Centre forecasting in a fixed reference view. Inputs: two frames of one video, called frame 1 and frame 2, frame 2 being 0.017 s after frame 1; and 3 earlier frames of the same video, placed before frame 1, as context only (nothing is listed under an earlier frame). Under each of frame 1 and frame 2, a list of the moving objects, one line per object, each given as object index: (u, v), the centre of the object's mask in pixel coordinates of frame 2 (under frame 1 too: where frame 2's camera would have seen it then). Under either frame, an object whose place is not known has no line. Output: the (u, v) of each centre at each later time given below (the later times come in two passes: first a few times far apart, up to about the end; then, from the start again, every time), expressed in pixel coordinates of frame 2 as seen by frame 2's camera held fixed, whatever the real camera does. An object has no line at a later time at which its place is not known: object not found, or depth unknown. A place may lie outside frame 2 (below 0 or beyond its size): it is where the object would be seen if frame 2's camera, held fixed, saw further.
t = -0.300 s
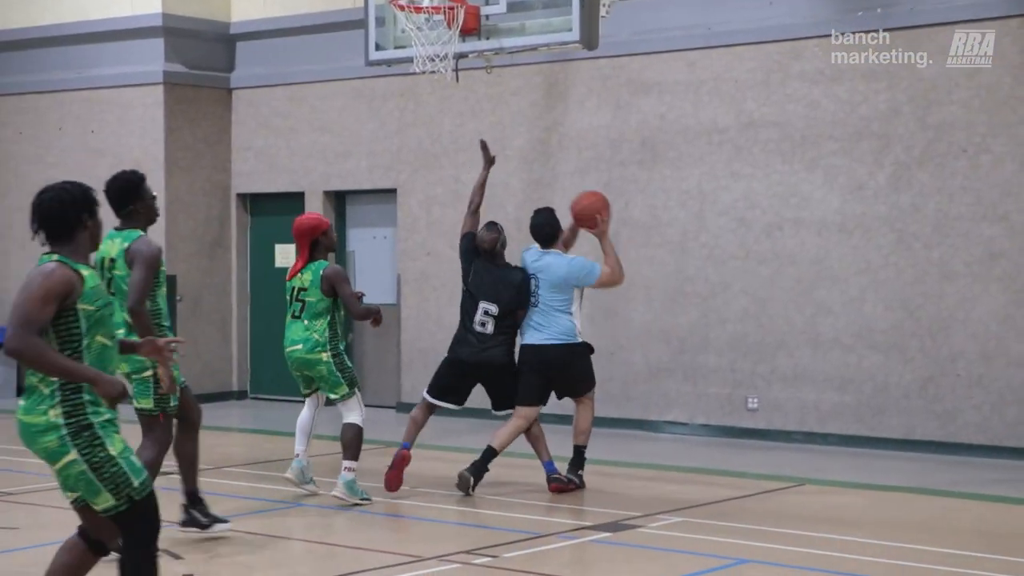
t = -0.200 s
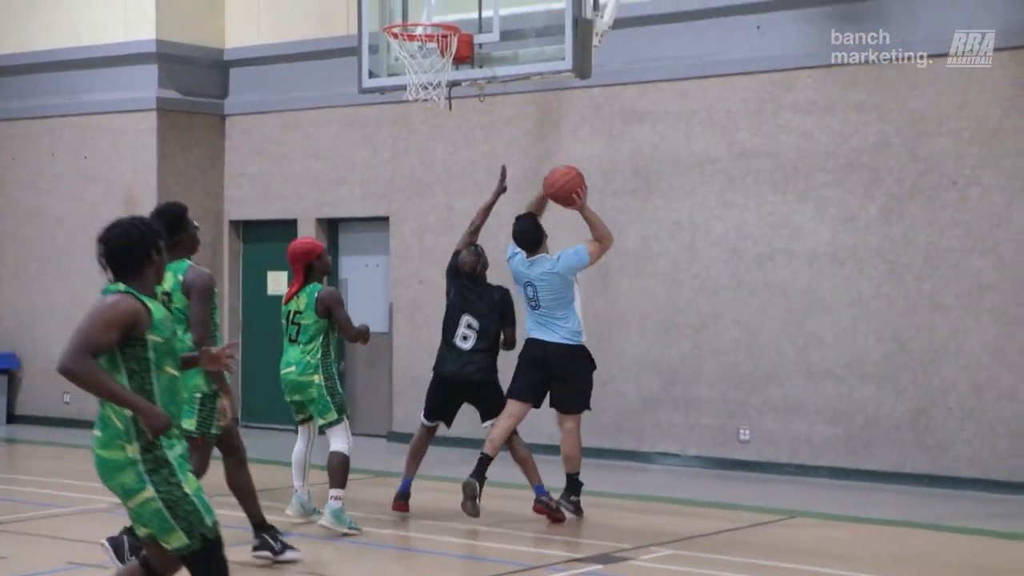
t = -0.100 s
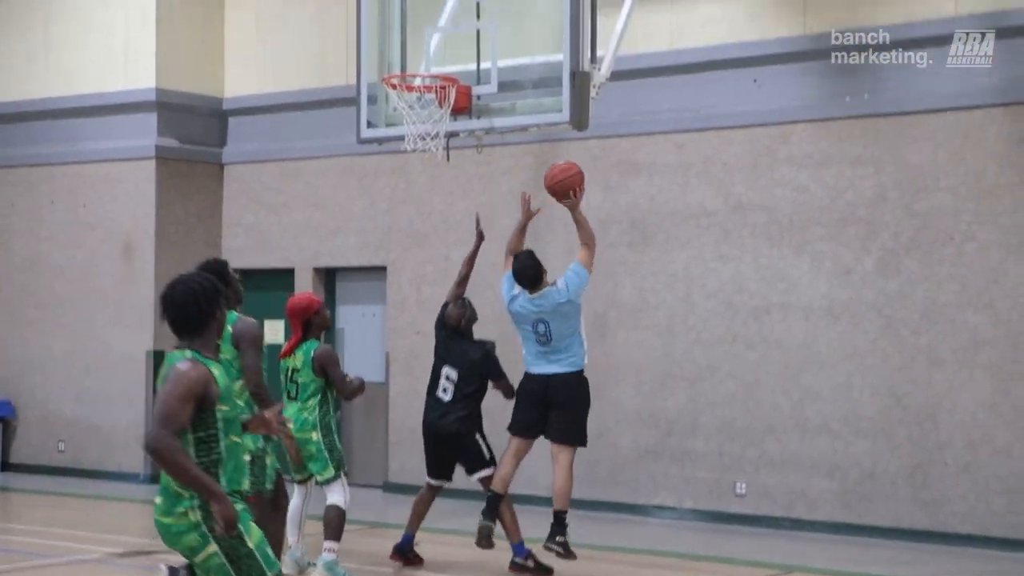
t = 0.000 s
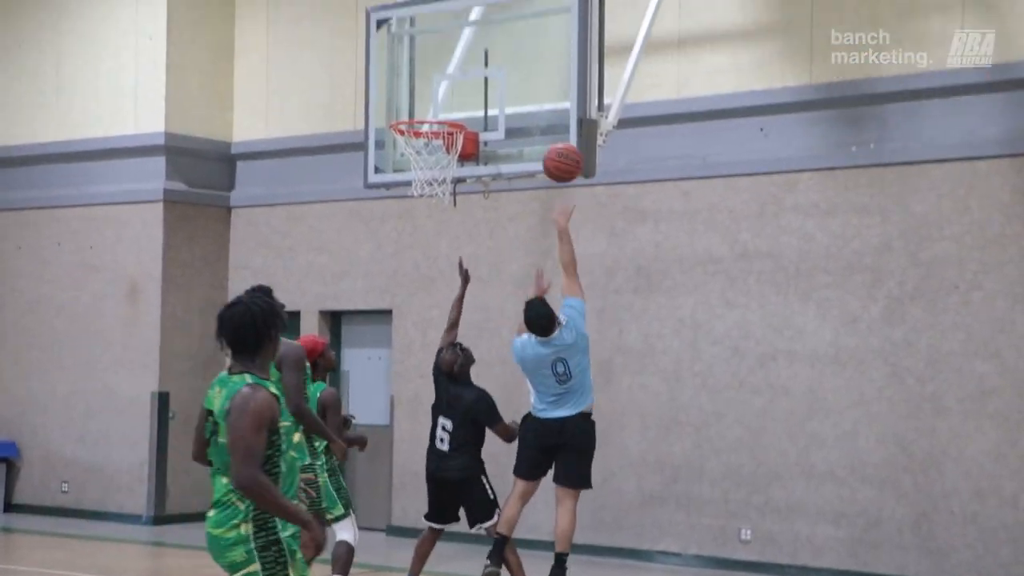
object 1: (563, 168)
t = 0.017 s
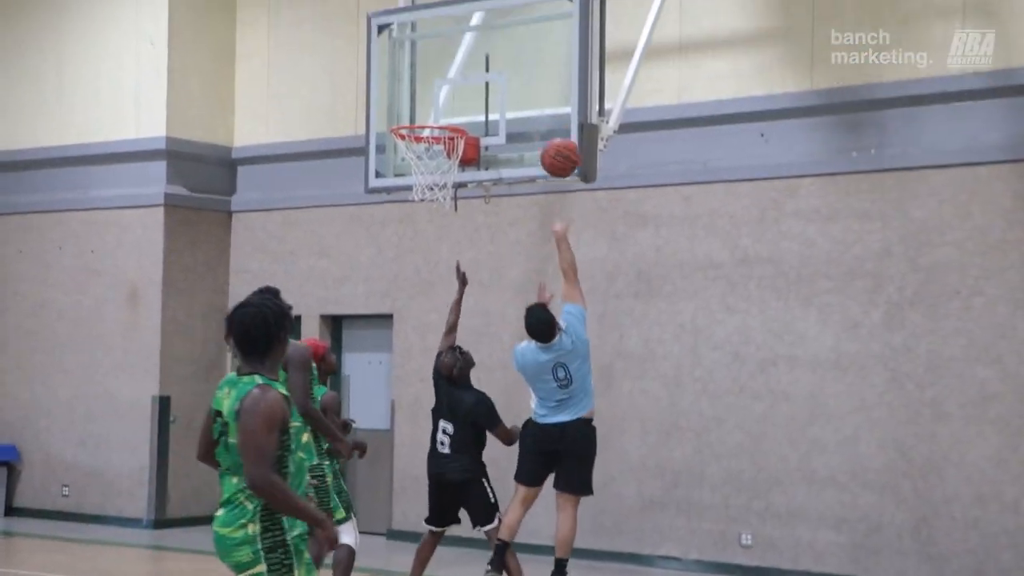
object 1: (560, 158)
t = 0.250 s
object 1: (516, 63)
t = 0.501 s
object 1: (468, 71)
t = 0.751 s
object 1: (419, 176)
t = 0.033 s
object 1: (556, 147)
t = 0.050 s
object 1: (554, 139)
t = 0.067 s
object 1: (551, 129)
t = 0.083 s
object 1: (547, 121)
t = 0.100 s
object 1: (544, 113)
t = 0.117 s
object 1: (541, 106)
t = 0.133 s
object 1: (538, 99)
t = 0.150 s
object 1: (534, 92)
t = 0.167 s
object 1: (531, 86)
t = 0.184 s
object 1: (528, 81)
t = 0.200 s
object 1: (525, 76)
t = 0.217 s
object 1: (522, 71)
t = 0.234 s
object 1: (518, 67)
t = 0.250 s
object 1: (516, 63)
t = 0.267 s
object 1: (513, 60)
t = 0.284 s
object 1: (510, 57)
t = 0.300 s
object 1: (507, 55)
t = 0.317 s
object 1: (504, 54)
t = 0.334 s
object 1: (500, 53)
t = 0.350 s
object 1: (497, 53)
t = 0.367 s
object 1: (494, 53)
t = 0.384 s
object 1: (490, 54)
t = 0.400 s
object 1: (487, 55)
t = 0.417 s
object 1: (484, 57)
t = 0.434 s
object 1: (481, 58)
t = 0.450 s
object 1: (477, 61)
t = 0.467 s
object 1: (474, 64)
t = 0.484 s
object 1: (471, 67)
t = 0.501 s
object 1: (468, 71)
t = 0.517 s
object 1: (465, 75)
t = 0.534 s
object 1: (461, 79)
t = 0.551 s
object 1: (458, 84)
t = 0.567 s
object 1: (455, 89)
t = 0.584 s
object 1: (452, 95)
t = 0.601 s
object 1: (448, 101)
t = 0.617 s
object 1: (445, 108)
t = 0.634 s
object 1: (442, 113)
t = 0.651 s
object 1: (439, 116)
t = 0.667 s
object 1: (436, 120)
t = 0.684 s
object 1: (429, 140)
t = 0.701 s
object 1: (426, 147)
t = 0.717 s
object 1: (426, 155)
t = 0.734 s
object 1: (421, 165)
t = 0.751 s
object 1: (419, 176)
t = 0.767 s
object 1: (415, 185)
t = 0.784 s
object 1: (413, 194)
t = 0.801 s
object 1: (411, 206)
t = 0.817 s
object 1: (409, 214)
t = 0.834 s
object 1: (407, 225)
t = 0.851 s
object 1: (405, 236)
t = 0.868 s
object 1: (402, 247)
